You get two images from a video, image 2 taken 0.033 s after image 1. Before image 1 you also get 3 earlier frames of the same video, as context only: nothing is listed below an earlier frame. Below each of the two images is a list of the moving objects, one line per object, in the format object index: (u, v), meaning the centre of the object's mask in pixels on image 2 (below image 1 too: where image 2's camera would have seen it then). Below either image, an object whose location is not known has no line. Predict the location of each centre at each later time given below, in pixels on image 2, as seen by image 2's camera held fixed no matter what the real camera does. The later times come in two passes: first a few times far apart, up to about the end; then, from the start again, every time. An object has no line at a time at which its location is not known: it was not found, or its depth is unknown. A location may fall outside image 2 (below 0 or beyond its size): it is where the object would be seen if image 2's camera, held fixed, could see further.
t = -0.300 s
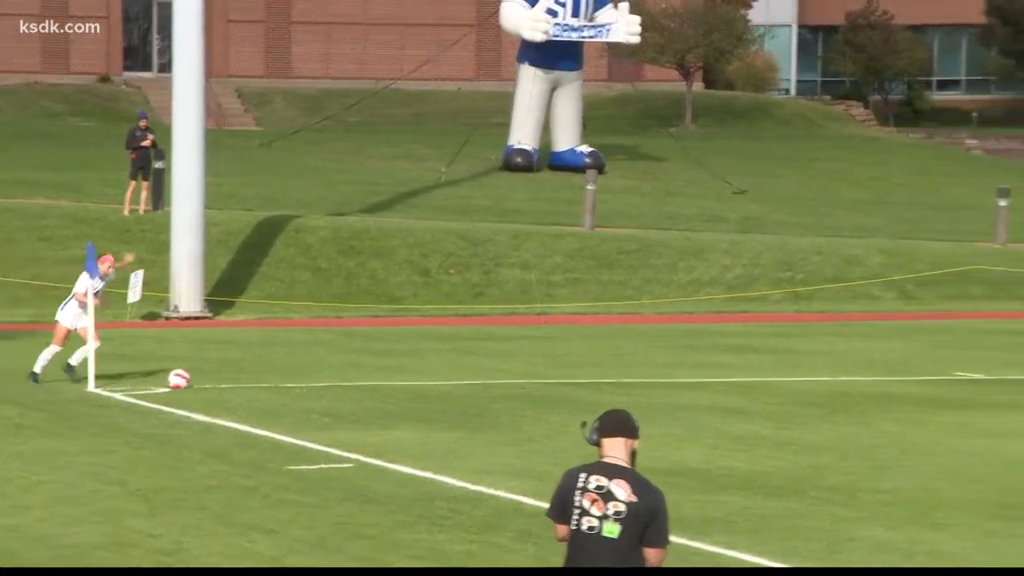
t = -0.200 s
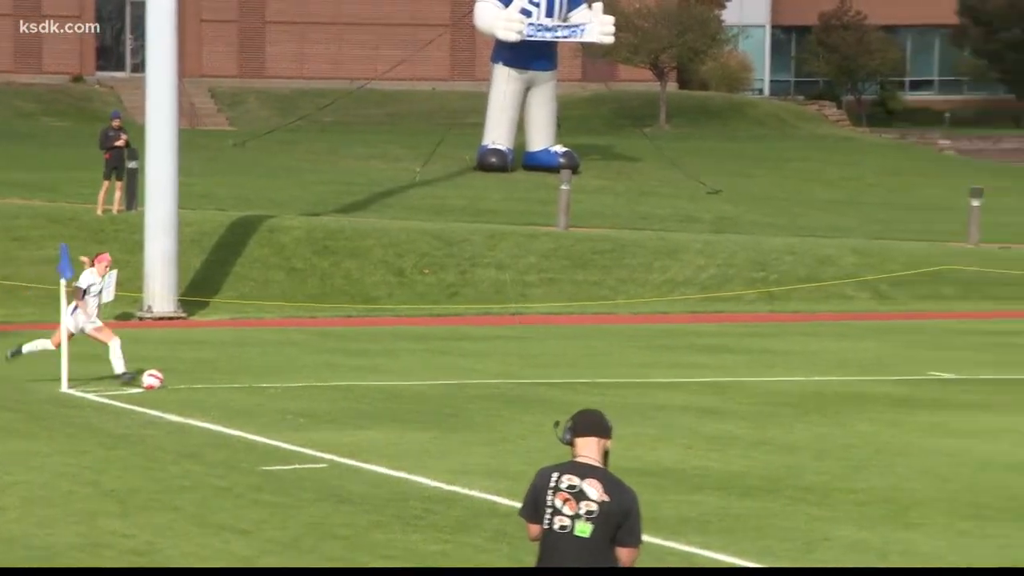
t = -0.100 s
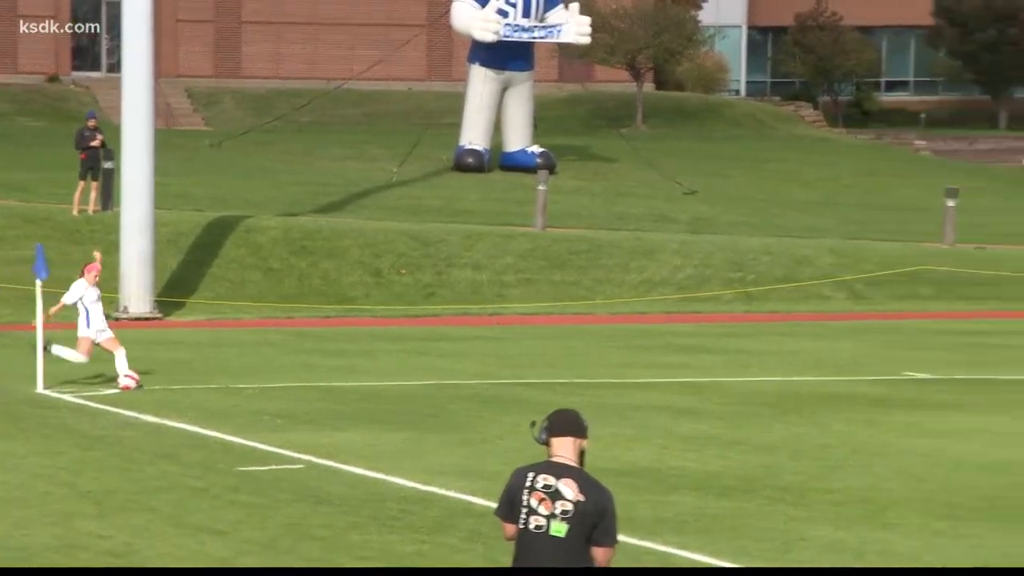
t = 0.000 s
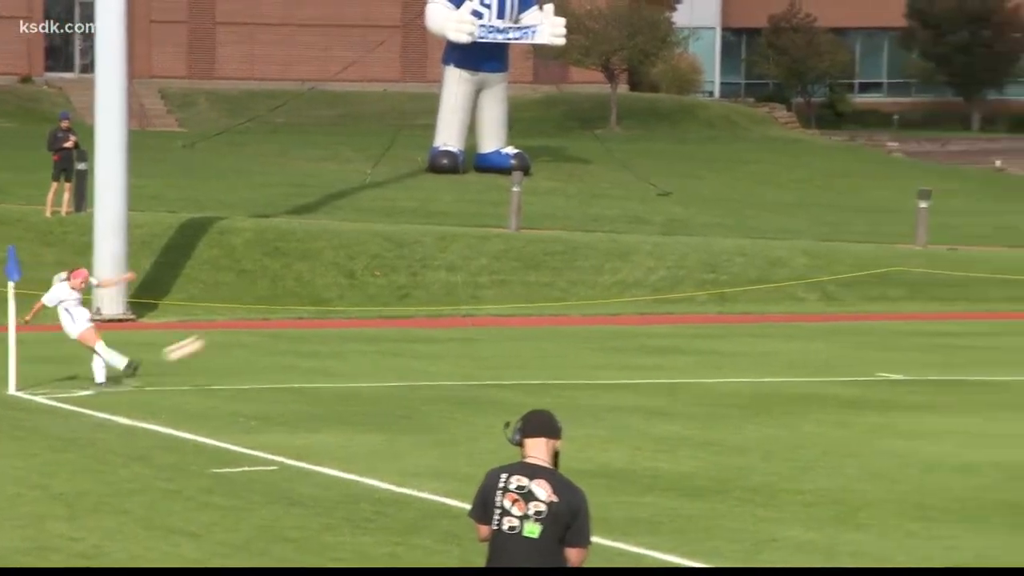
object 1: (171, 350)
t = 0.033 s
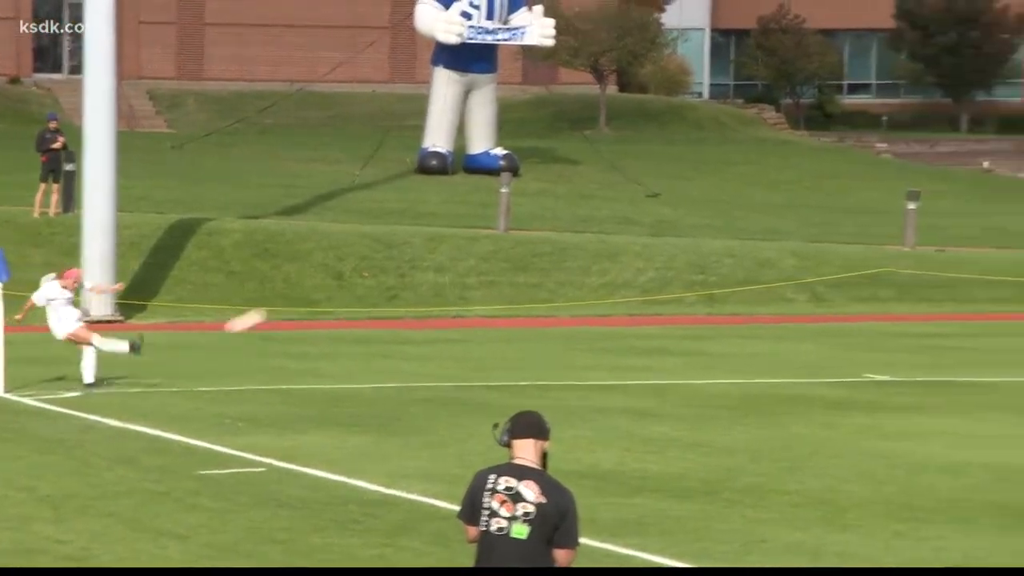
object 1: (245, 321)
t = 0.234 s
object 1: (654, 170)
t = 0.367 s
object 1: (913, 83)
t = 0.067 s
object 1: (317, 293)
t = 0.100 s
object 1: (388, 268)
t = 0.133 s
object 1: (456, 242)
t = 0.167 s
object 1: (523, 218)
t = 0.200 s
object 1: (590, 193)
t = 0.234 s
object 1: (654, 170)
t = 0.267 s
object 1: (719, 147)
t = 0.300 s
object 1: (783, 125)
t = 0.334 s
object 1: (848, 104)
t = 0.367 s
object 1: (913, 83)
